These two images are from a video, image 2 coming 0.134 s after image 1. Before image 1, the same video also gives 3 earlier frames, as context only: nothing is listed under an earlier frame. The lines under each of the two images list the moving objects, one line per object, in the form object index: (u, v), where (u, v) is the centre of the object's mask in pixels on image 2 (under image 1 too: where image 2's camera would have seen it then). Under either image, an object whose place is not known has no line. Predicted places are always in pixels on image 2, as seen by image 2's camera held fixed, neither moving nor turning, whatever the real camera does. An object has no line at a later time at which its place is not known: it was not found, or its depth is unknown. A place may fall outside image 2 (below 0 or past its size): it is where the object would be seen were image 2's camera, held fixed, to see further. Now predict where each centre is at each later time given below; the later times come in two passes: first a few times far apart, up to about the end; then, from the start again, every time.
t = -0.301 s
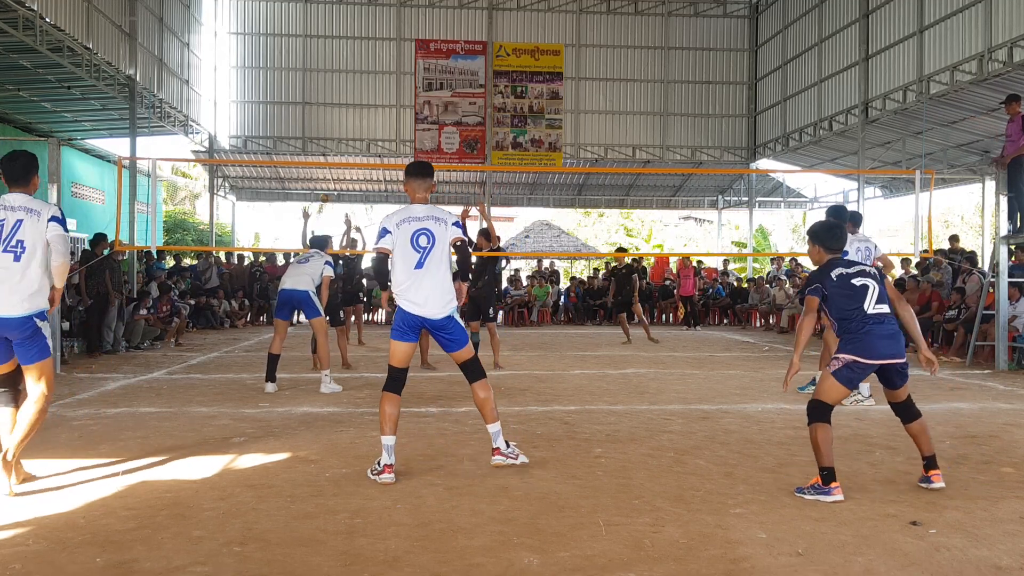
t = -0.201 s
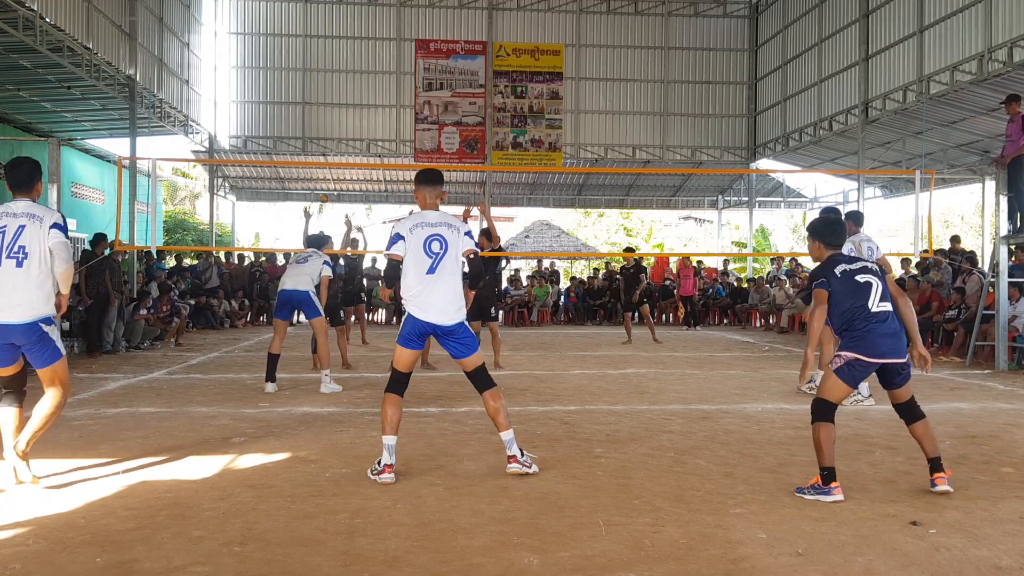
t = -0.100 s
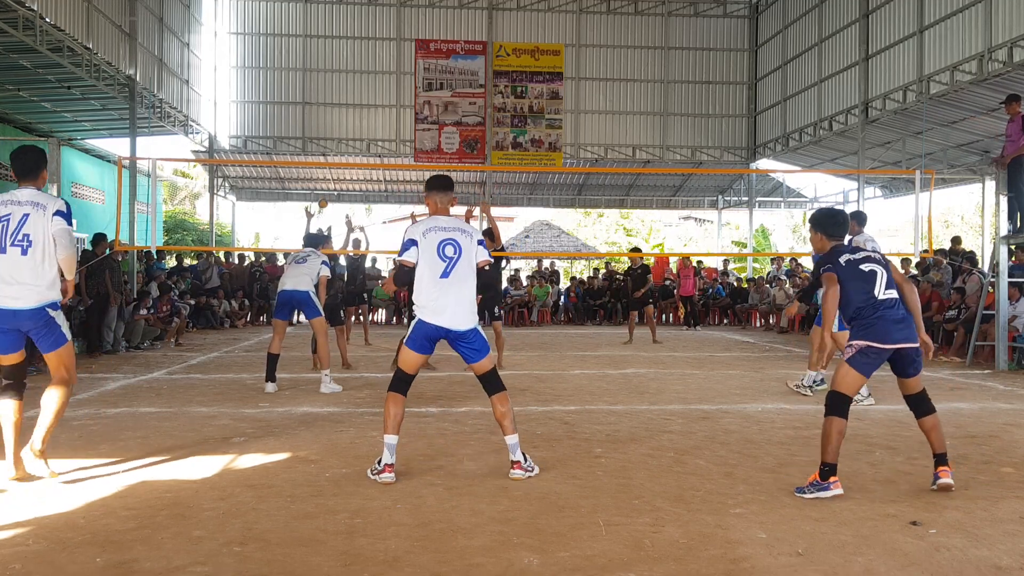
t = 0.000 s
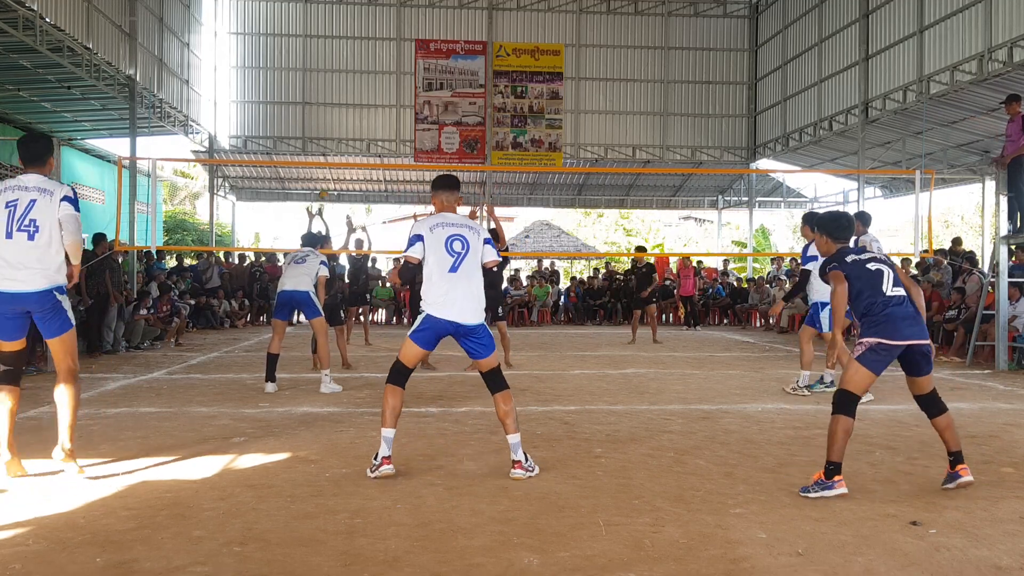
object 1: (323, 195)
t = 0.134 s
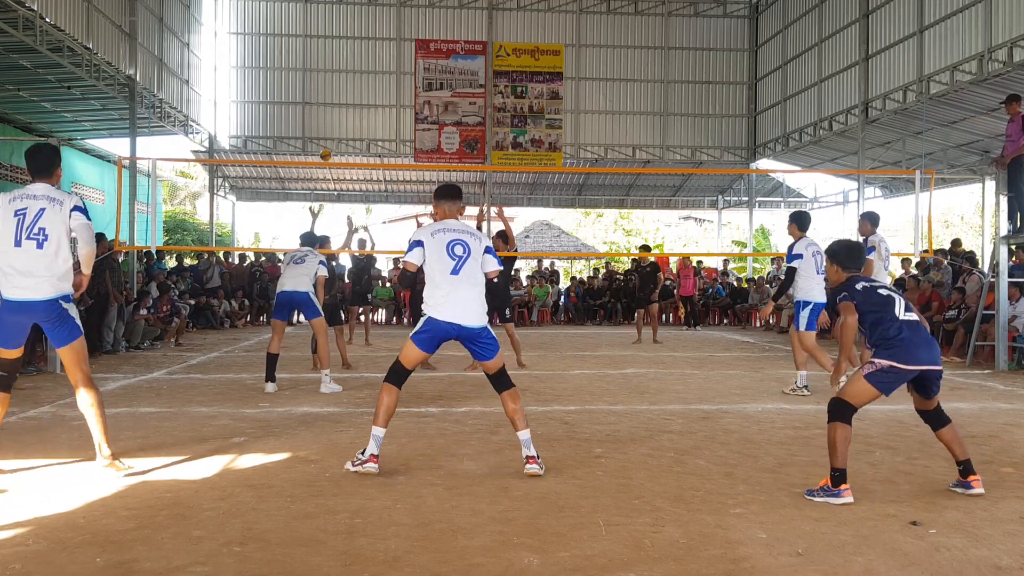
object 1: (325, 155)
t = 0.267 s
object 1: (329, 117)
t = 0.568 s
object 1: (327, 41)
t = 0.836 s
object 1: (311, 9)
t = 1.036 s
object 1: (293, 40)
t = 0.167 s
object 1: (326, 146)
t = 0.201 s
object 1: (327, 136)
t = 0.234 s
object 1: (328, 127)
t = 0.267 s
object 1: (329, 117)
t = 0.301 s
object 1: (329, 108)
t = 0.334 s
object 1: (330, 98)
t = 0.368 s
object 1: (330, 90)
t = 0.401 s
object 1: (330, 81)
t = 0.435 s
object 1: (330, 73)
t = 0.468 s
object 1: (330, 65)
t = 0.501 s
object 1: (329, 56)
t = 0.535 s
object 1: (328, 48)
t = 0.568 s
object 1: (327, 41)
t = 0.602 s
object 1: (326, 34)
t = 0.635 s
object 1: (325, 28)
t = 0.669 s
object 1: (323, 23)
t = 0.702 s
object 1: (321, 18)
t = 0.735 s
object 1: (318, 13)
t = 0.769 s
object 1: (316, 10)
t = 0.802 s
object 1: (314, 9)
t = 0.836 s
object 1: (311, 9)
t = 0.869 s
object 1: (309, 10)
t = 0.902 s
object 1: (306, 11)
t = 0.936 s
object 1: (303, 14)
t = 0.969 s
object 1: (300, 20)
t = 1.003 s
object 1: (297, 29)
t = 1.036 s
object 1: (293, 40)
